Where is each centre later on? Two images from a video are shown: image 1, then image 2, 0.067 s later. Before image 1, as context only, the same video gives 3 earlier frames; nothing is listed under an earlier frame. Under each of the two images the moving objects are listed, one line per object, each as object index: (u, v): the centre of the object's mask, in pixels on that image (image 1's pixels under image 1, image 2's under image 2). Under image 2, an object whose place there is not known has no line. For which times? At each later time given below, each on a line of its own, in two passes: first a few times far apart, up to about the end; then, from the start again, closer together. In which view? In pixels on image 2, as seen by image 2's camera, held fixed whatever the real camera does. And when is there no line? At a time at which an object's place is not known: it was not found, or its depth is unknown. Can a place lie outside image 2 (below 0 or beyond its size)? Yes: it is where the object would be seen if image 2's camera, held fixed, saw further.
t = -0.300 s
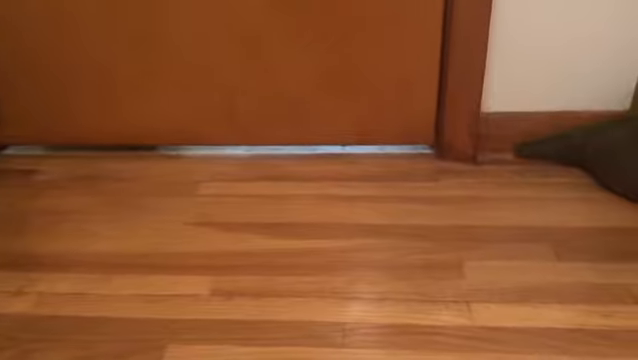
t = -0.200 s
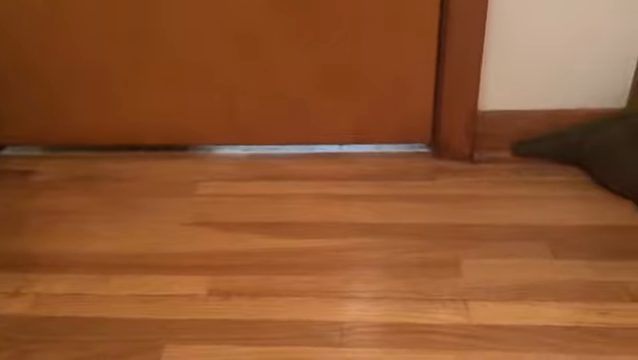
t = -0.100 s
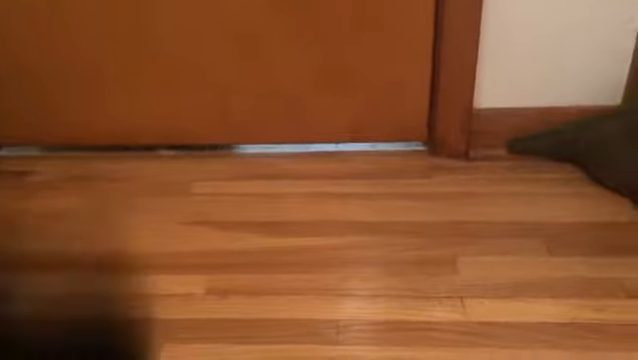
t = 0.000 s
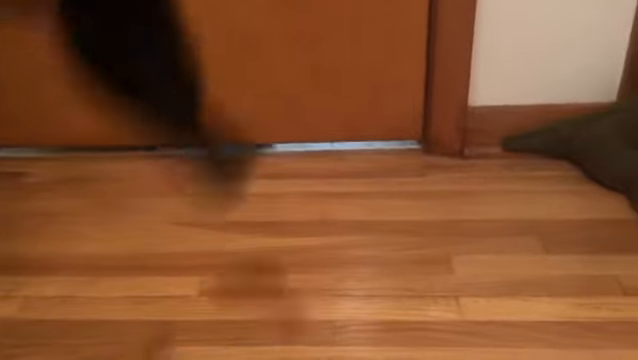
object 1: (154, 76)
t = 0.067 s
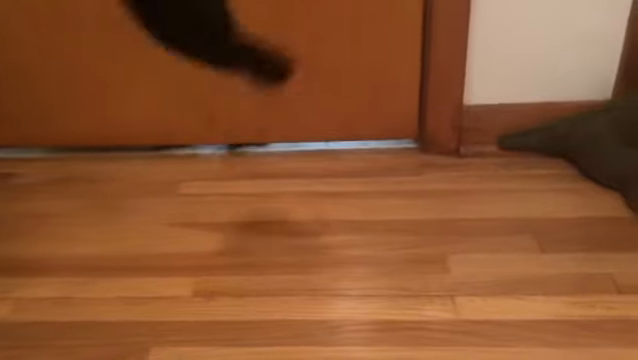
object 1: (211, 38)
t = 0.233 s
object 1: (269, 126)
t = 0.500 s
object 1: (314, 187)
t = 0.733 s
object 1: (314, 186)
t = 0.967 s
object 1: (314, 187)
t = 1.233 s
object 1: (313, 187)
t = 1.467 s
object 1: (313, 186)
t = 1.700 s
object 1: (314, 187)
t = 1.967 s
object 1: (314, 187)
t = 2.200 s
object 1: (313, 187)
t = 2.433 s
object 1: (313, 186)
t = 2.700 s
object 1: (313, 187)
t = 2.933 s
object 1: (313, 186)
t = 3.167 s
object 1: (312, 187)
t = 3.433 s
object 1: (313, 187)
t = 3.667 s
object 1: (313, 186)
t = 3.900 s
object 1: (313, 187)
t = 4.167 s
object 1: (313, 186)
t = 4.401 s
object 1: (313, 186)
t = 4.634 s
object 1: (313, 186)
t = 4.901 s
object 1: (313, 186)
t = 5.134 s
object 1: (313, 186)
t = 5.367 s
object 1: (313, 186)
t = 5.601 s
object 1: (313, 186)
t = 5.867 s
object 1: (313, 186)
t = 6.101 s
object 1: (312, 186)
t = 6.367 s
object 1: (312, 186)
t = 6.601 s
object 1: (313, 186)
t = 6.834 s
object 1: (312, 186)
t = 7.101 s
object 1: (313, 186)
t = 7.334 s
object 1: (313, 186)
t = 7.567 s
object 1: (313, 186)
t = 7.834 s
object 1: (312, 186)
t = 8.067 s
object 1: (312, 186)
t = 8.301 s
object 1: (312, 186)
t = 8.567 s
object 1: (312, 186)
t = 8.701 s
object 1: (313, 186)
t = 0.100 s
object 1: (226, 32)
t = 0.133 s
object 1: (220, 33)
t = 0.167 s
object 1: (231, 54)
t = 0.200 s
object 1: (252, 88)
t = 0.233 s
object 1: (269, 126)
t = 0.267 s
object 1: (288, 163)
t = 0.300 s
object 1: (303, 204)
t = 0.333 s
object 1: (306, 214)
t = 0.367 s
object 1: (309, 203)
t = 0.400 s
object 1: (311, 197)
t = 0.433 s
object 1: (312, 193)
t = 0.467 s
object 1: (313, 190)
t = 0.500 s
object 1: (314, 187)
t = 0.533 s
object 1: (313, 187)
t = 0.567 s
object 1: (313, 187)
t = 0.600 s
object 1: (314, 187)
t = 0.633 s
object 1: (314, 187)
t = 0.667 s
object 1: (314, 187)
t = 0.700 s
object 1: (314, 186)
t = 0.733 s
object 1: (314, 186)
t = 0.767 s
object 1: (314, 187)
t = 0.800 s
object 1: (314, 187)
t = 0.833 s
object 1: (314, 186)
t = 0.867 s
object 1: (314, 187)
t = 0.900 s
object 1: (314, 186)
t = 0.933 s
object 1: (314, 186)
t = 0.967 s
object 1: (314, 187)
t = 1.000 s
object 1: (313, 187)
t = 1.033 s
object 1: (313, 187)
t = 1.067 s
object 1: (313, 187)
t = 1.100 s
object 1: (313, 187)
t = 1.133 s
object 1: (313, 187)
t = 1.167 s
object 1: (313, 187)
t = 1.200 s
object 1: (313, 187)
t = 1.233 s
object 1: (313, 187)
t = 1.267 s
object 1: (313, 186)
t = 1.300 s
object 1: (313, 187)
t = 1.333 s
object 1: (313, 187)
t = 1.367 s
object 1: (313, 187)
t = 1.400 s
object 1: (313, 187)
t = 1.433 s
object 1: (313, 187)
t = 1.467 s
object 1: (313, 186)
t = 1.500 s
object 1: (313, 187)
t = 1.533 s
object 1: (313, 187)
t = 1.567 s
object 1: (313, 187)
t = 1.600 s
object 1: (313, 187)
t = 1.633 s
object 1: (313, 187)
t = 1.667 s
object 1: (313, 187)
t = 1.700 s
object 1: (314, 187)
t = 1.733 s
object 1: (313, 187)
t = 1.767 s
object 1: (314, 187)
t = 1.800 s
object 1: (314, 187)
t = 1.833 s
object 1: (314, 187)
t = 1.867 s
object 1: (314, 186)
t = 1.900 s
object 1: (314, 187)
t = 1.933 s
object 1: (313, 187)
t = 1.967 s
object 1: (314, 187)
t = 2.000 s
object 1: (313, 187)
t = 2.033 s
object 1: (313, 186)
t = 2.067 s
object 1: (313, 187)
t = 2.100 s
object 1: (313, 187)
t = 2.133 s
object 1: (313, 187)
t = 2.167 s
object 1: (313, 187)
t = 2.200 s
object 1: (313, 187)
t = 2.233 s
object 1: (313, 186)
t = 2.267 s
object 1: (313, 186)
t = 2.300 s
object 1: (313, 187)
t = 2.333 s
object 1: (313, 186)
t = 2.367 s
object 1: (313, 186)
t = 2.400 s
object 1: (313, 187)
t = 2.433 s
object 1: (313, 186)
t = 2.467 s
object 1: (313, 187)
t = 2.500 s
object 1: (313, 186)
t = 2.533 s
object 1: (313, 186)
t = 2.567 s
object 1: (313, 186)
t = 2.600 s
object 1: (313, 187)
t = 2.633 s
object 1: (313, 186)
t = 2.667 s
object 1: (313, 187)
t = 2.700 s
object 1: (313, 187)
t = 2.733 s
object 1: (313, 187)
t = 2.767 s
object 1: (313, 187)
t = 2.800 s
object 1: (313, 187)
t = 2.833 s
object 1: (313, 187)
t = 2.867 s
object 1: (313, 187)
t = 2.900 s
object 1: (313, 186)
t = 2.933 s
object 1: (313, 186)
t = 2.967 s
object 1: (313, 186)
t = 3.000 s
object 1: (313, 186)
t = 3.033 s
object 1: (313, 187)
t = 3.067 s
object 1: (313, 187)
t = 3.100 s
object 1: (313, 187)
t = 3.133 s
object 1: (313, 187)
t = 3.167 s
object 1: (312, 187)
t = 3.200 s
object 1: (313, 187)
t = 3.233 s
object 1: (313, 187)
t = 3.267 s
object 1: (313, 187)
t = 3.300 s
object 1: (313, 187)
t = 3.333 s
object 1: (313, 186)
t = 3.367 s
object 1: (313, 186)
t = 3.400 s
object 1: (313, 186)
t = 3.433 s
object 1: (313, 187)
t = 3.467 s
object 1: (313, 186)
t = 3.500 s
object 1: (313, 187)
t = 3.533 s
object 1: (313, 187)
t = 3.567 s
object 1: (313, 186)
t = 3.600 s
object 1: (313, 186)
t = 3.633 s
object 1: (313, 187)
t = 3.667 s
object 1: (313, 186)
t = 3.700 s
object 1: (313, 187)
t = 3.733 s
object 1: (313, 186)
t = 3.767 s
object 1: (313, 186)
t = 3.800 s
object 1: (313, 187)
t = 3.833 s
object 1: (313, 187)
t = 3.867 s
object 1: (313, 187)
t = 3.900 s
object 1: (313, 187)
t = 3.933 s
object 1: (312, 187)
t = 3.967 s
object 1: (313, 187)
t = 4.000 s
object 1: (313, 186)
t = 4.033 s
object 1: (313, 186)
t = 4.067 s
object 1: (313, 187)
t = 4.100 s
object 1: (313, 186)
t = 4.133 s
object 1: (313, 186)
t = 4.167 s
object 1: (313, 186)
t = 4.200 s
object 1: (313, 186)
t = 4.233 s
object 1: (313, 186)
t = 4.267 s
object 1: (313, 186)
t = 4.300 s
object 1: (313, 186)
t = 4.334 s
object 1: (313, 186)
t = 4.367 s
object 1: (313, 186)
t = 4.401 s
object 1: (313, 186)
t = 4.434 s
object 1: (313, 186)
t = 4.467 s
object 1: (313, 187)
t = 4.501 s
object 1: (313, 186)
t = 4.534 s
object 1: (313, 186)
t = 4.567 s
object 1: (313, 186)
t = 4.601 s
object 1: (313, 186)
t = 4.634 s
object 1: (313, 186)
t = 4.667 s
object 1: (312, 186)
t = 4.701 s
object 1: (313, 186)
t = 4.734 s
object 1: (313, 186)
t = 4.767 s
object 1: (313, 186)
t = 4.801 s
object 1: (313, 186)
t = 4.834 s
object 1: (313, 186)
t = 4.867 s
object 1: (313, 186)
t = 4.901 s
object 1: (313, 186)
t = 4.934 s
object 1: (312, 186)
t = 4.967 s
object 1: (312, 186)
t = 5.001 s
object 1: (312, 186)
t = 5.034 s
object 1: (312, 186)
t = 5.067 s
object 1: (312, 186)
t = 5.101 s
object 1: (313, 186)
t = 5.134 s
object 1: (313, 186)
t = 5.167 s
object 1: (313, 187)
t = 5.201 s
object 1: (313, 187)
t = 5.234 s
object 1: (313, 186)
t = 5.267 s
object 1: (313, 186)
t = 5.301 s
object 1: (313, 186)
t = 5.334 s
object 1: (313, 186)
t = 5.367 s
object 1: (313, 186)
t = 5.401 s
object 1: (313, 186)
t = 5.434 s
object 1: (313, 186)
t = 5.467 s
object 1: (313, 186)
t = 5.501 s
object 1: (313, 186)
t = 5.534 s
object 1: (313, 186)
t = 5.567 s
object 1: (313, 187)
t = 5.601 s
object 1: (313, 186)
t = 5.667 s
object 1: (313, 187)
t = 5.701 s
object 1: (313, 186)
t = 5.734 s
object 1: (313, 186)
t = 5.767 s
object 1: (313, 186)
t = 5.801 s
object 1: (313, 186)
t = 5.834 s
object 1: (313, 186)
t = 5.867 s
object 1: (313, 186)
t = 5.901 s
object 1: (313, 186)
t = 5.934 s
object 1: (313, 186)
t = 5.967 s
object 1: (313, 186)
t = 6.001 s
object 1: (313, 186)
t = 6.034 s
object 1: (313, 186)
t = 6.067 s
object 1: (312, 186)
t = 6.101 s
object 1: (312, 186)
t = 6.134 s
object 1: (312, 186)
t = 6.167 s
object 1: (312, 186)
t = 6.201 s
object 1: (312, 186)
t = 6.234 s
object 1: (313, 186)
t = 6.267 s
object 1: (313, 186)
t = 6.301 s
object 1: (312, 186)
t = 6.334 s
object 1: (312, 186)
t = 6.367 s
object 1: (312, 186)
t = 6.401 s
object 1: (312, 186)
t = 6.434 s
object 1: (312, 186)
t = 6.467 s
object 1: (313, 186)
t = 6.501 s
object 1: (313, 186)
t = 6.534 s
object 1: (313, 186)
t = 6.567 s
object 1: (313, 186)
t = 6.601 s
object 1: (313, 186)
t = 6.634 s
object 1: (313, 186)
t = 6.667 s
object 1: (313, 186)
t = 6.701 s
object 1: (312, 186)
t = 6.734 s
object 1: (313, 186)
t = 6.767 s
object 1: (313, 186)
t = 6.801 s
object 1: (313, 186)
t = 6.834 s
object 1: (312, 186)
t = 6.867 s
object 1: (313, 186)
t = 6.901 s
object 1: (313, 186)
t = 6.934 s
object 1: (313, 186)
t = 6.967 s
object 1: (313, 186)
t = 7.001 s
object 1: (313, 186)
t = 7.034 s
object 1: (313, 186)
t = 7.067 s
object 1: (313, 186)
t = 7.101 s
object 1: (313, 186)
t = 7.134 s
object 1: (312, 186)
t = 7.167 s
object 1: (312, 186)
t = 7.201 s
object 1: (312, 186)
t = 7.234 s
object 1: (312, 186)
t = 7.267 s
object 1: (313, 186)
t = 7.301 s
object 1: (313, 186)
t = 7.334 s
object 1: (313, 186)
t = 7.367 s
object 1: (313, 186)
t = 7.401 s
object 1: (313, 186)
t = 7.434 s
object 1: (313, 186)
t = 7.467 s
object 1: (313, 186)
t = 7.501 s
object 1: (313, 186)
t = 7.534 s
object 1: (313, 186)
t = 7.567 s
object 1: (313, 186)
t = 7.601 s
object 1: (312, 186)
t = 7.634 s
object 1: (312, 186)
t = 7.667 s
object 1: (313, 186)
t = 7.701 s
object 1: (313, 186)
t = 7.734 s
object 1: (313, 186)
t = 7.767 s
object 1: (312, 186)
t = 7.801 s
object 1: (313, 186)
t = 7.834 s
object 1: (312, 186)
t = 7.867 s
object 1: (313, 186)
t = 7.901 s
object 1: (312, 186)
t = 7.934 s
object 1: (312, 186)
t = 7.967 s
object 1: (312, 186)
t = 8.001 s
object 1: (313, 186)
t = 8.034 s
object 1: (312, 186)
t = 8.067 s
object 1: (312, 186)
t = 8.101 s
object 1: (312, 186)
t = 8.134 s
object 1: (312, 186)
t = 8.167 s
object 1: (312, 186)
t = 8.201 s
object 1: (312, 186)
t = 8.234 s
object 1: (312, 186)
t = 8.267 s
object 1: (312, 186)
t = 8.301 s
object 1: (312, 186)
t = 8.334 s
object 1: (312, 186)
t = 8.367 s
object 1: (312, 186)
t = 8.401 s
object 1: (312, 186)
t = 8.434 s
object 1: (312, 186)
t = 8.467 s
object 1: (312, 186)
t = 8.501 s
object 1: (312, 186)
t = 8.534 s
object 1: (312, 186)
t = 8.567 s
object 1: (312, 186)
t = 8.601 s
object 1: (313, 186)
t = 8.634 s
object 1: (313, 186)
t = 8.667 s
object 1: (312, 186)
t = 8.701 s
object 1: (313, 186)
